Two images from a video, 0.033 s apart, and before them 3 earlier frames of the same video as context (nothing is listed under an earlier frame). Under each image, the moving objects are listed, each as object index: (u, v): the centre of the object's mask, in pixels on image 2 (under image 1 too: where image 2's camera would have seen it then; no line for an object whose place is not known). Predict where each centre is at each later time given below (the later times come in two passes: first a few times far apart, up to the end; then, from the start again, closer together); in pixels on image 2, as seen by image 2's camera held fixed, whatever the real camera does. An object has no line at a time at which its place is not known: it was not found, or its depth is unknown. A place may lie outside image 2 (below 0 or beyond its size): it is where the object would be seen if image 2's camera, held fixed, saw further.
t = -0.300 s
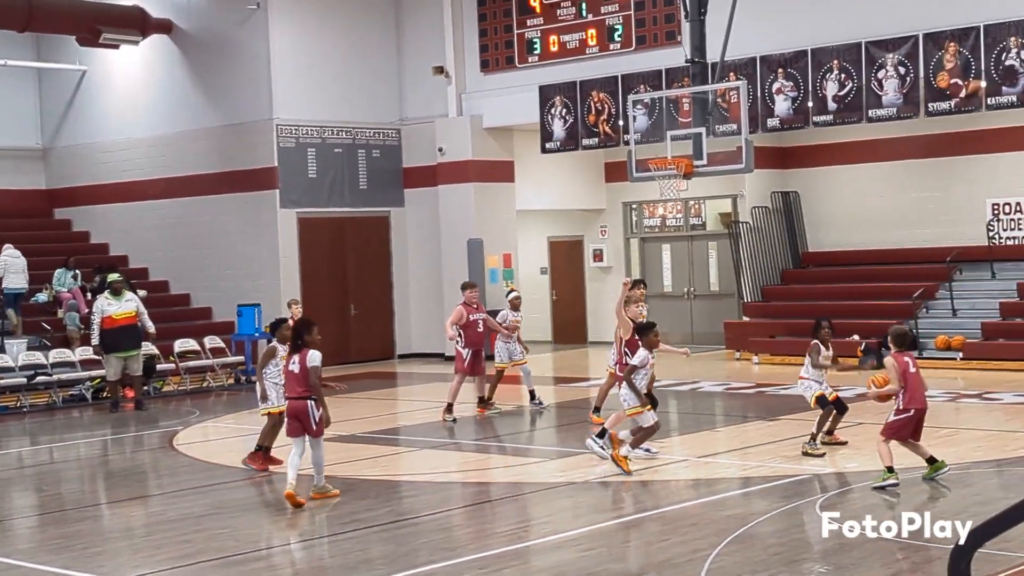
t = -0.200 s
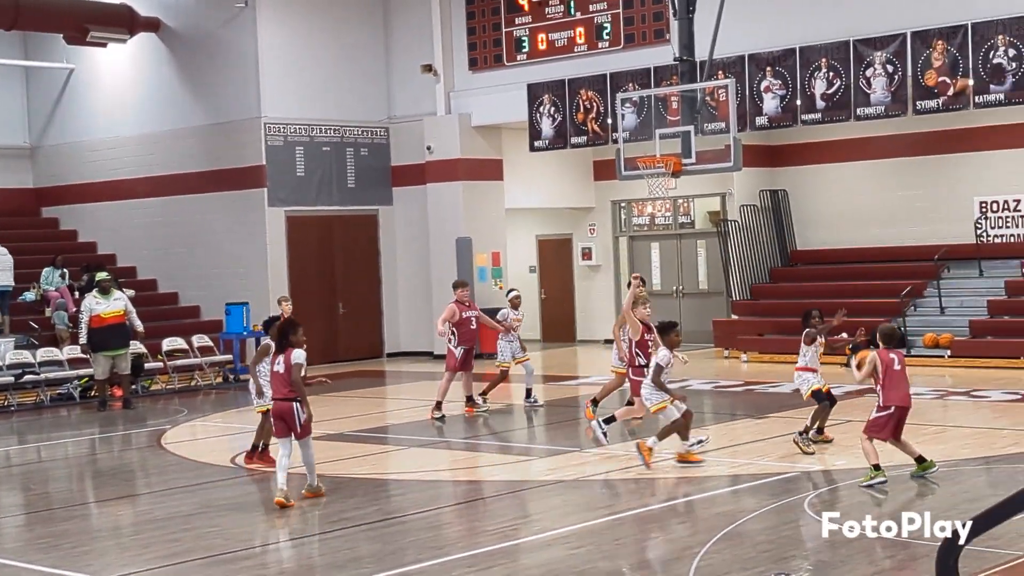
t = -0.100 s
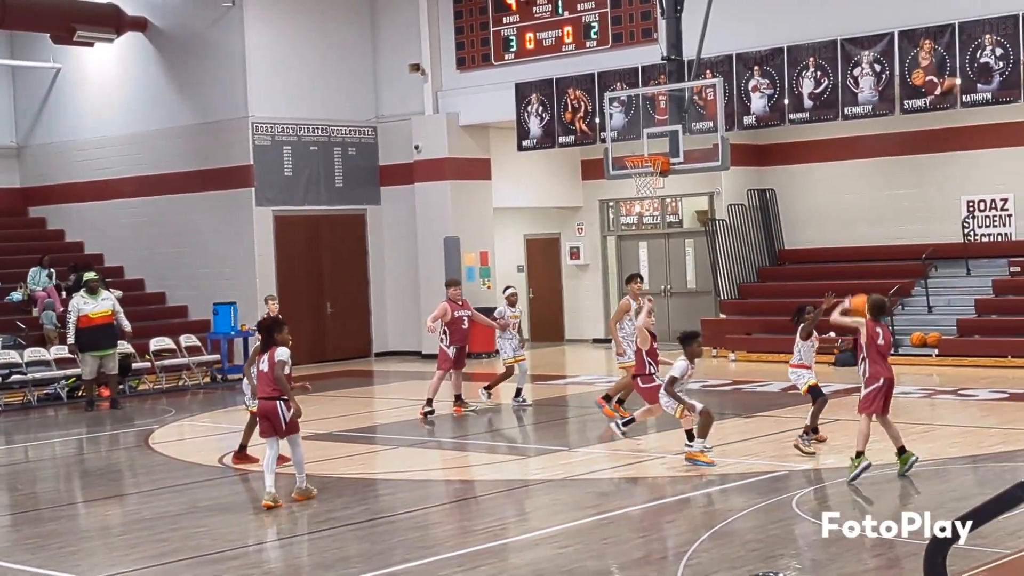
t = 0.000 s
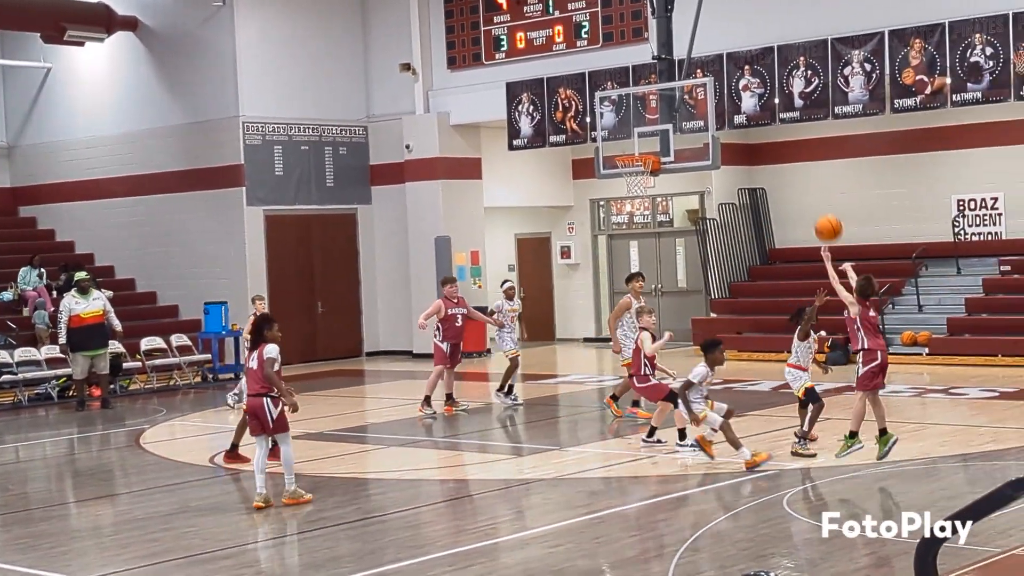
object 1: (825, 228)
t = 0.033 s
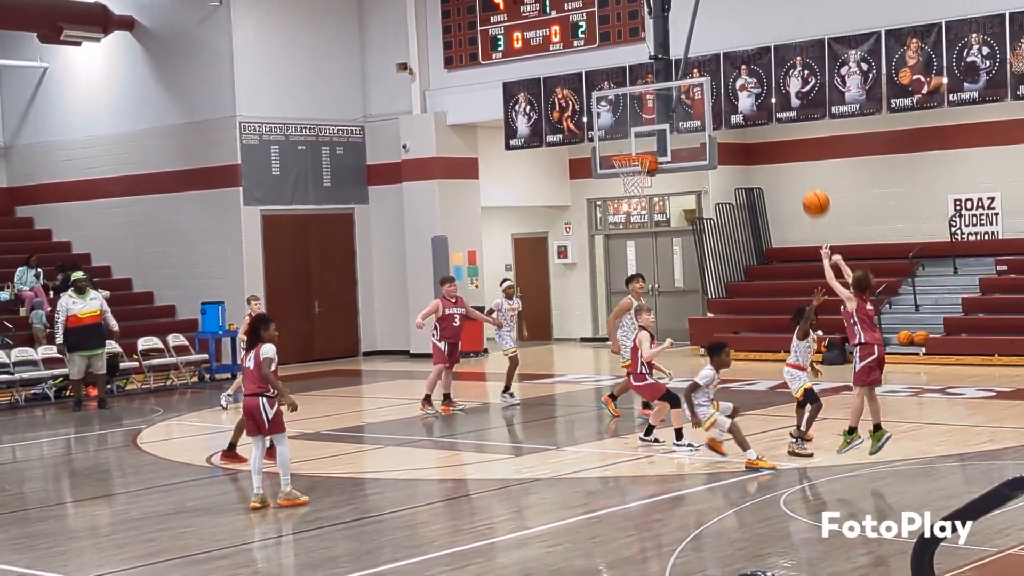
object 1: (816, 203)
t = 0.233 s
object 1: (767, 92)
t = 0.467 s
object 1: (722, 31)
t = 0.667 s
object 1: (690, 23)
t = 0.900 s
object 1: (659, 57)
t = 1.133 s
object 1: (634, 129)
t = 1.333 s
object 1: (635, 200)
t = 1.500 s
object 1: (649, 264)
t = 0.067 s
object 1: (807, 180)
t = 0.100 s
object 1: (798, 158)
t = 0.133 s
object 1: (790, 140)
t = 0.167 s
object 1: (782, 122)
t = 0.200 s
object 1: (774, 106)
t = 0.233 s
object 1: (767, 92)
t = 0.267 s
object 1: (761, 80)
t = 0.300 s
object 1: (753, 68)
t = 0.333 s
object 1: (747, 59)
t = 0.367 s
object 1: (740, 50)
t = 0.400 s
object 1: (734, 42)
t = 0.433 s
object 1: (728, 36)
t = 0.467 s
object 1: (722, 31)
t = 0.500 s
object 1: (716, 27)
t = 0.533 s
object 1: (711, 24)
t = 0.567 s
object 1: (706, 22)
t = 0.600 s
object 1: (700, 21)
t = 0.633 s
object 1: (695, 22)
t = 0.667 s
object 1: (690, 23)
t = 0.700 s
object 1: (685, 25)
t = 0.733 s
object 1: (681, 28)
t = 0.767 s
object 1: (676, 32)
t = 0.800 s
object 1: (672, 37)
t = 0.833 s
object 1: (667, 43)
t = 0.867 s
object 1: (663, 50)
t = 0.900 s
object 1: (659, 57)
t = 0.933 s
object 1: (656, 65)
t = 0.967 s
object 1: (652, 73)
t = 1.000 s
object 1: (648, 83)
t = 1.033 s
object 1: (644, 94)
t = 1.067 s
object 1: (641, 105)
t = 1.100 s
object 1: (637, 117)
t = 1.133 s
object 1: (634, 129)
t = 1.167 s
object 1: (631, 142)
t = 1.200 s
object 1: (628, 151)
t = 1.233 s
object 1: (626, 168)
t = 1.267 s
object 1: (630, 179)
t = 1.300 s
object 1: (632, 188)
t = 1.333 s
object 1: (635, 200)
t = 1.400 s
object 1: (640, 223)
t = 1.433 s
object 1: (643, 236)
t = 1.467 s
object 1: (645, 250)
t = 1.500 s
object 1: (649, 264)
